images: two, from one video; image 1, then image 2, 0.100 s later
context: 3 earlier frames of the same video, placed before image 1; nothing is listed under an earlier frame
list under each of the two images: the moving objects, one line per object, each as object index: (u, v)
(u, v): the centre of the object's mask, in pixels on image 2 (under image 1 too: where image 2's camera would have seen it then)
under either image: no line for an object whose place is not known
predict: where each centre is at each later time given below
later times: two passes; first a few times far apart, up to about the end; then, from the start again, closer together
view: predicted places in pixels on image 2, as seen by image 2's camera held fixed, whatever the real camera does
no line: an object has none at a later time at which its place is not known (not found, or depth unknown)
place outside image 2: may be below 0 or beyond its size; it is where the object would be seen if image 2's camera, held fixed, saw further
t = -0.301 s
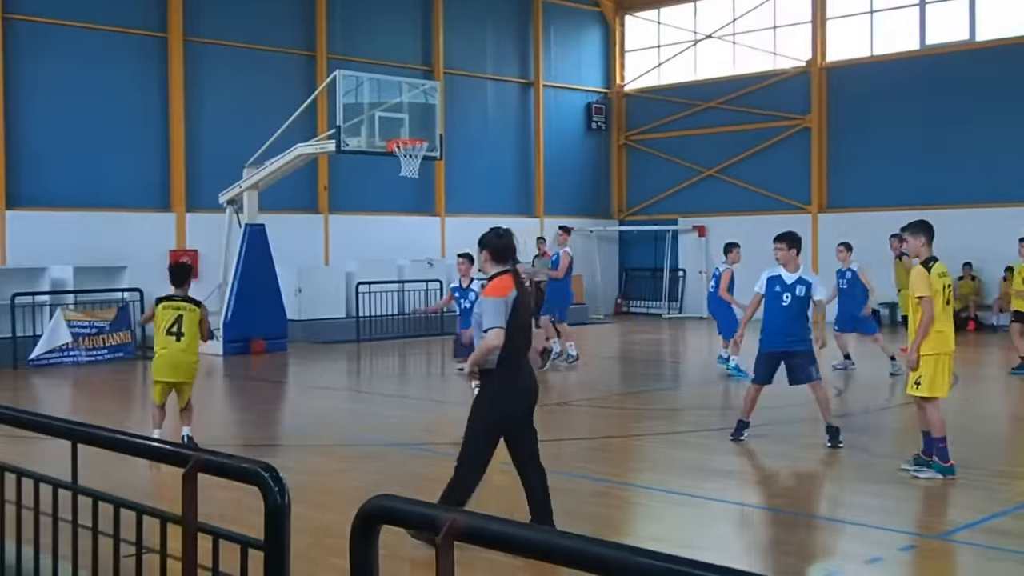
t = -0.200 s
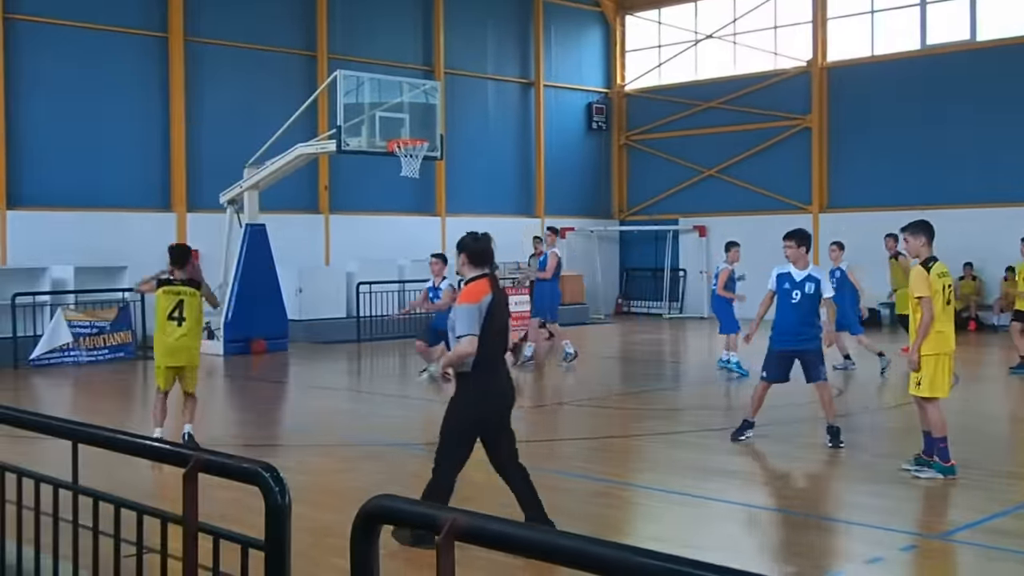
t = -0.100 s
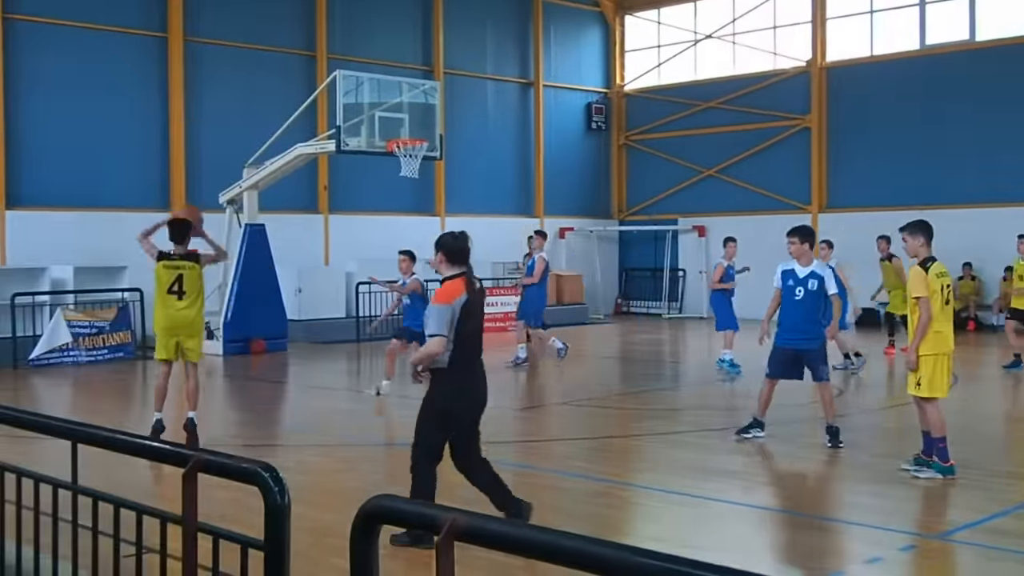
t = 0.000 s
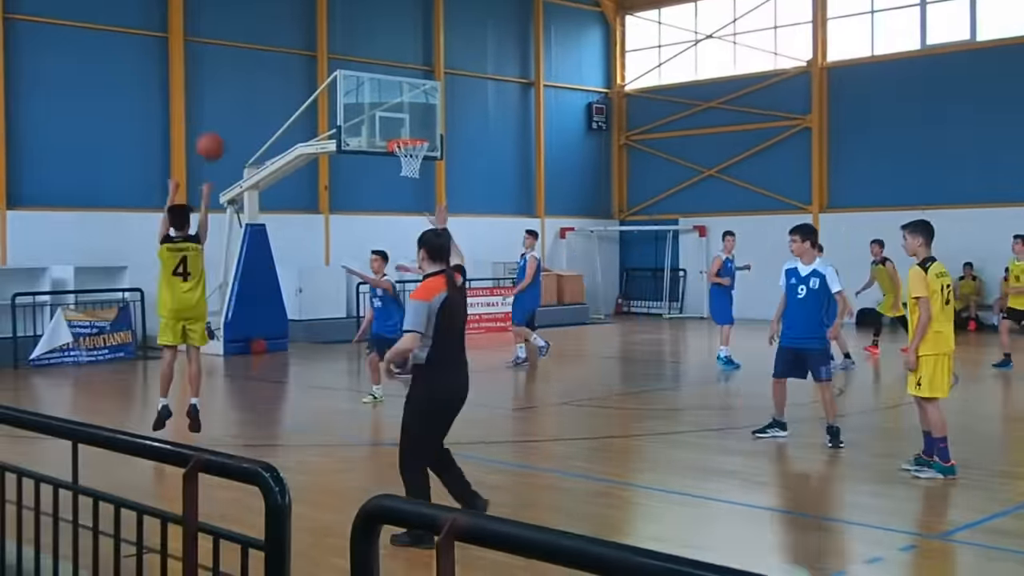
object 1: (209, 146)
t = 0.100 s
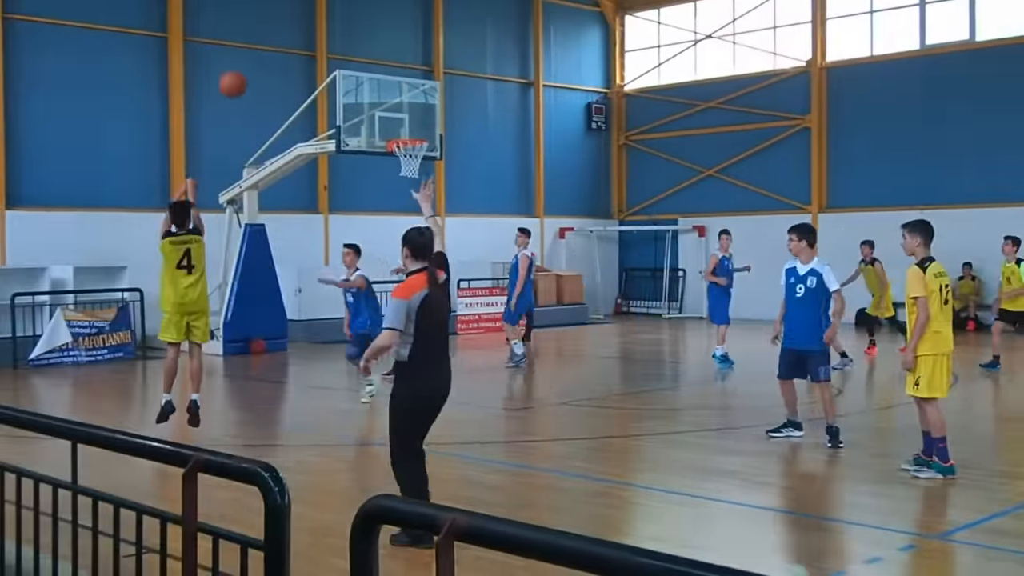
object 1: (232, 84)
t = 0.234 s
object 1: (261, 24)
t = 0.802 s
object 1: (358, 2)
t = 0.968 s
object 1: (381, 38)
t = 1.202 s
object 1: (409, 123)
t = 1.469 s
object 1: (414, 172)
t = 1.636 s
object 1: (411, 206)
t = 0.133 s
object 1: (240, 67)
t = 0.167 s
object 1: (248, 51)
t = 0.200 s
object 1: (255, 37)
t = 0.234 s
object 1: (261, 24)
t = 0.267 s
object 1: (268, 12)
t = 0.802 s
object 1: (358, 2)
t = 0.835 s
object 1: (363, 6)
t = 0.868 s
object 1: (368, 11)
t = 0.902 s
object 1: (373, 19)
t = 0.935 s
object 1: (377, 28)
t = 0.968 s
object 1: (381, 38)
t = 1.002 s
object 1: (386, 47)
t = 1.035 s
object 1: (390, 58)
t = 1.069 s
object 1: (393, 70)
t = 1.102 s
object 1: (397, 82)
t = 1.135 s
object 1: (401, 95)
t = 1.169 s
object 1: (405, 109)
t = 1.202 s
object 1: (409, 123)
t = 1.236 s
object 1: (412, 134)
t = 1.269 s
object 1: (413, 149)
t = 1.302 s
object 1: (418, 160)
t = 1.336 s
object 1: (416, 161)
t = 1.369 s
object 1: (416, 162)
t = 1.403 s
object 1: (415, 164)
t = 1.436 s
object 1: (414, 168)
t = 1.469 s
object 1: (414, 172)
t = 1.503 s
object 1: (413, 178)
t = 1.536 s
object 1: (413, 184)
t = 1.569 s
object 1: (412, 190)
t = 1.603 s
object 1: (412, 199)
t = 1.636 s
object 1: (411, 206)
